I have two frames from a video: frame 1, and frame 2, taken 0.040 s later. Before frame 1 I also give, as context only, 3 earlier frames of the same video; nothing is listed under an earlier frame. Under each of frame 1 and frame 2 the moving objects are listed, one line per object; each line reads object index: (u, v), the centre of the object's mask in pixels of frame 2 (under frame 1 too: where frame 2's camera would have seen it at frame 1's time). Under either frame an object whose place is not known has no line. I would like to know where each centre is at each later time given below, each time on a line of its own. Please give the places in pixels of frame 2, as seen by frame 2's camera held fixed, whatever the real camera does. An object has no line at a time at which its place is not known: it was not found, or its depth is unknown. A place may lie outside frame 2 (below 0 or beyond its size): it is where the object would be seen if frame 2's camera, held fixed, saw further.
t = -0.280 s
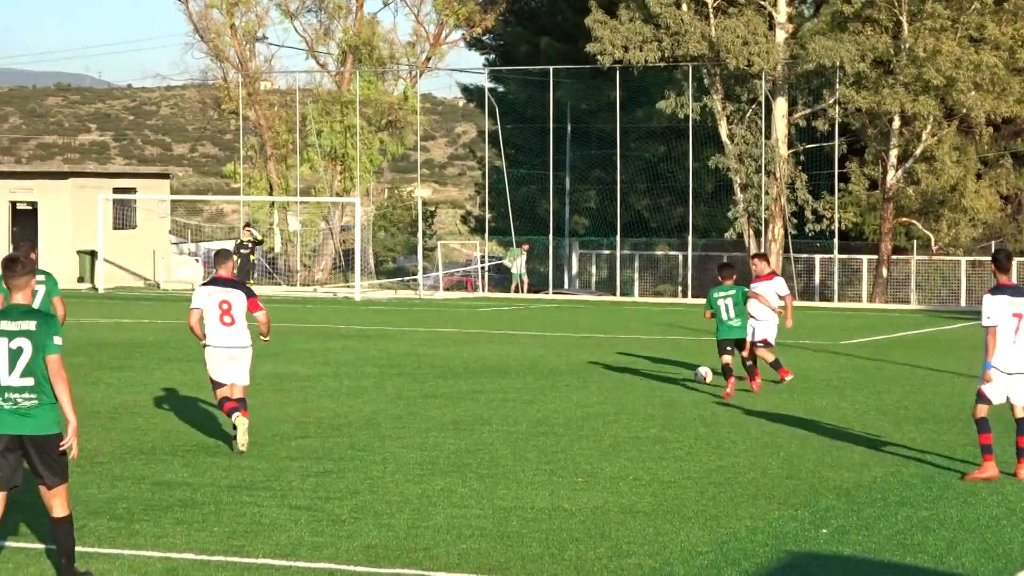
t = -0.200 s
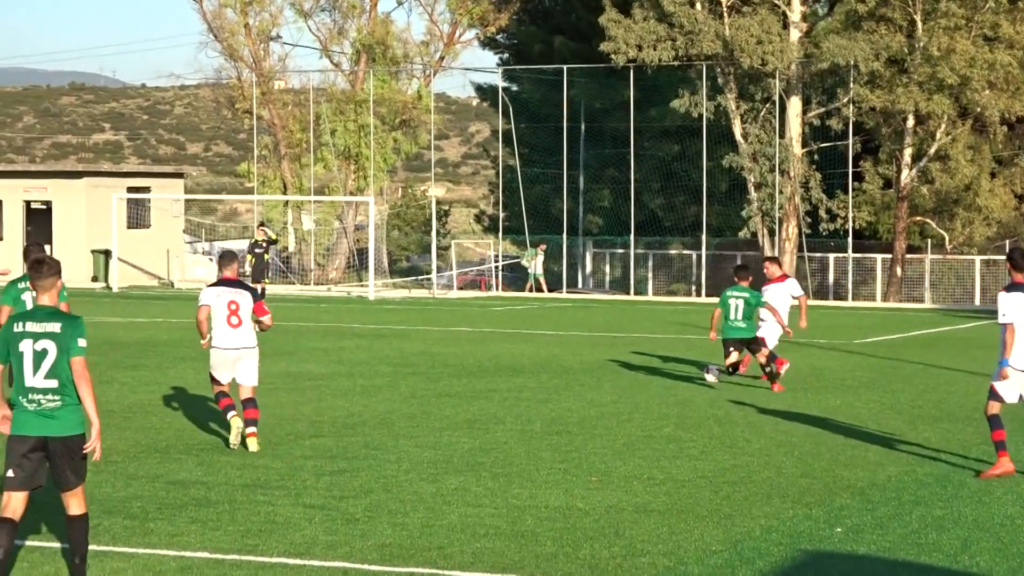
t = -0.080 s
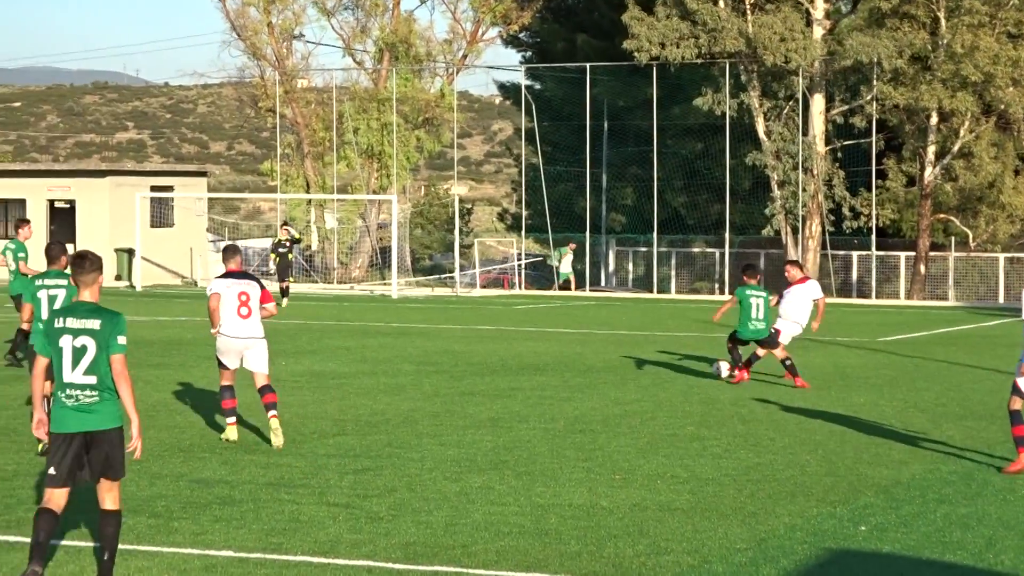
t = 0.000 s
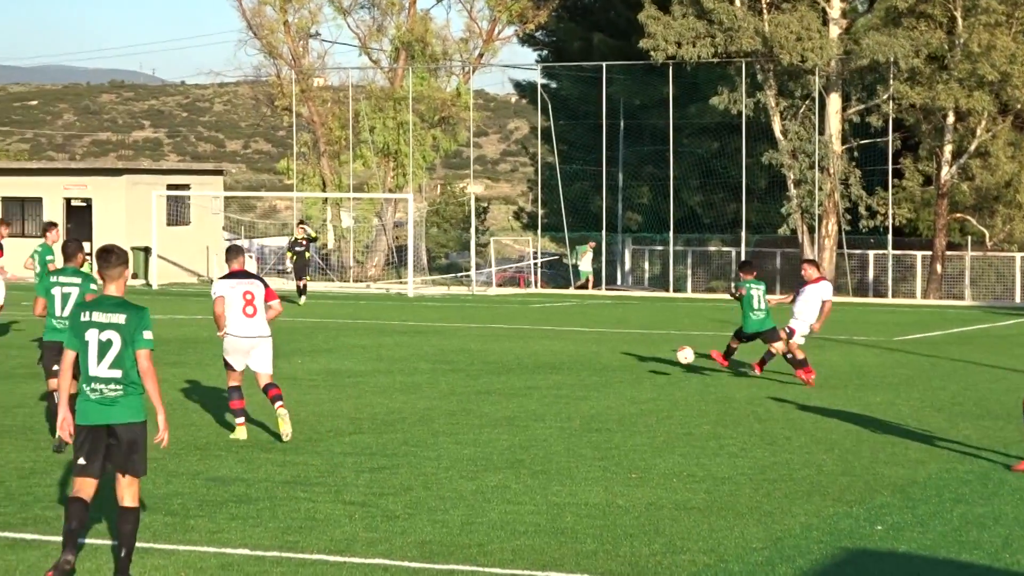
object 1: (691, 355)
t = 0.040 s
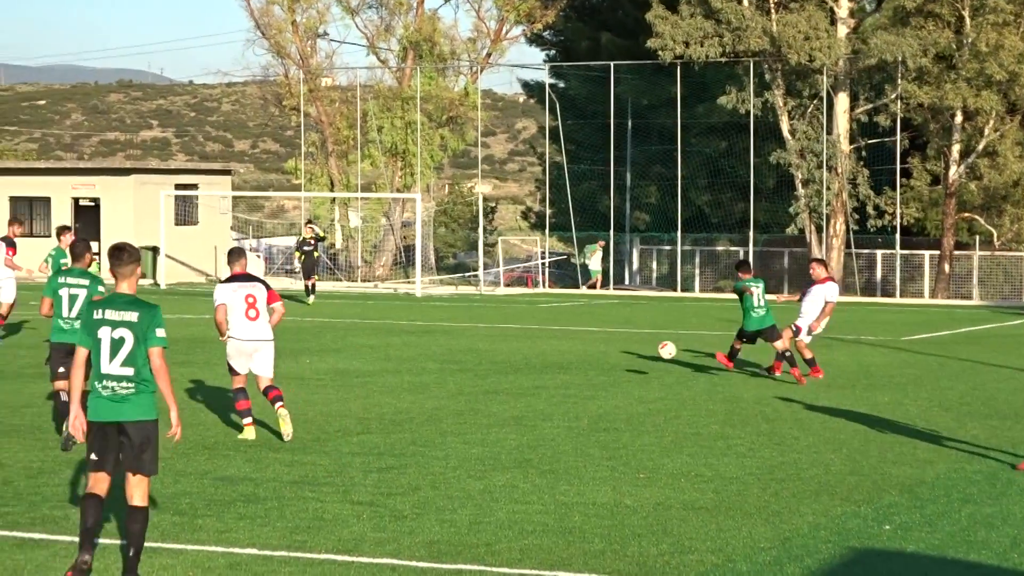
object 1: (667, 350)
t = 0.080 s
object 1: (643, 346)
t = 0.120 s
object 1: (619, 343)
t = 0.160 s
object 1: (596, 342)
